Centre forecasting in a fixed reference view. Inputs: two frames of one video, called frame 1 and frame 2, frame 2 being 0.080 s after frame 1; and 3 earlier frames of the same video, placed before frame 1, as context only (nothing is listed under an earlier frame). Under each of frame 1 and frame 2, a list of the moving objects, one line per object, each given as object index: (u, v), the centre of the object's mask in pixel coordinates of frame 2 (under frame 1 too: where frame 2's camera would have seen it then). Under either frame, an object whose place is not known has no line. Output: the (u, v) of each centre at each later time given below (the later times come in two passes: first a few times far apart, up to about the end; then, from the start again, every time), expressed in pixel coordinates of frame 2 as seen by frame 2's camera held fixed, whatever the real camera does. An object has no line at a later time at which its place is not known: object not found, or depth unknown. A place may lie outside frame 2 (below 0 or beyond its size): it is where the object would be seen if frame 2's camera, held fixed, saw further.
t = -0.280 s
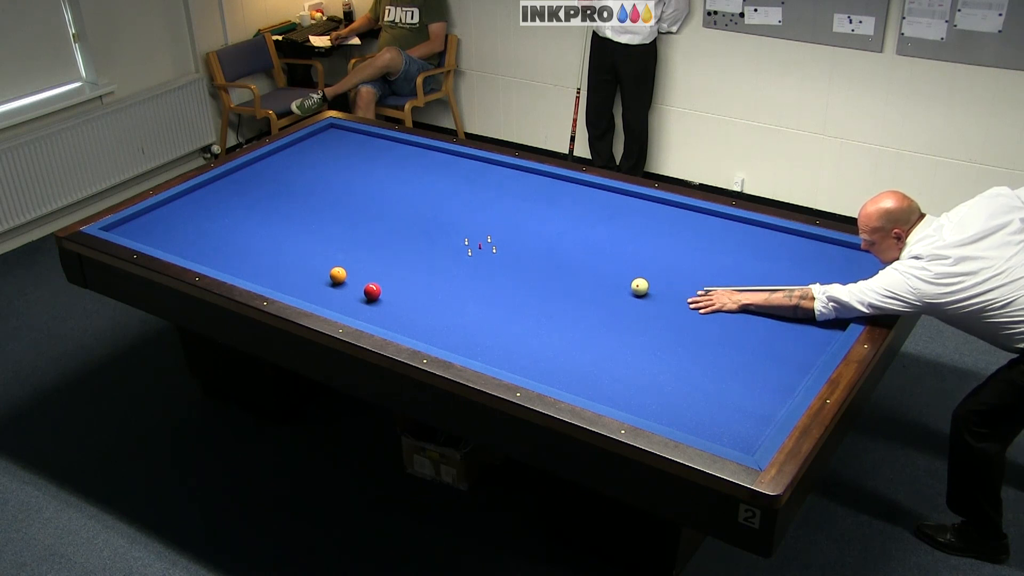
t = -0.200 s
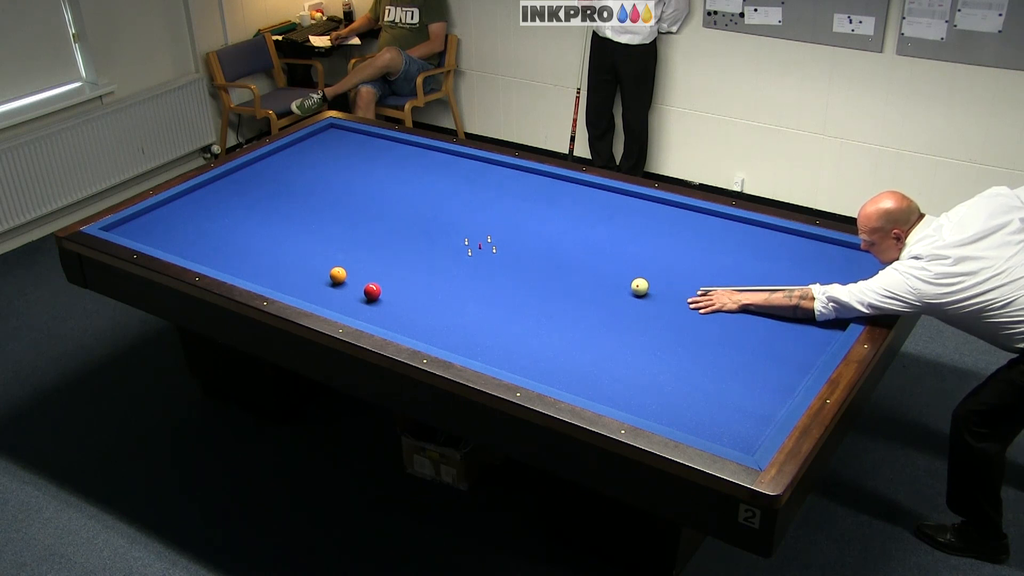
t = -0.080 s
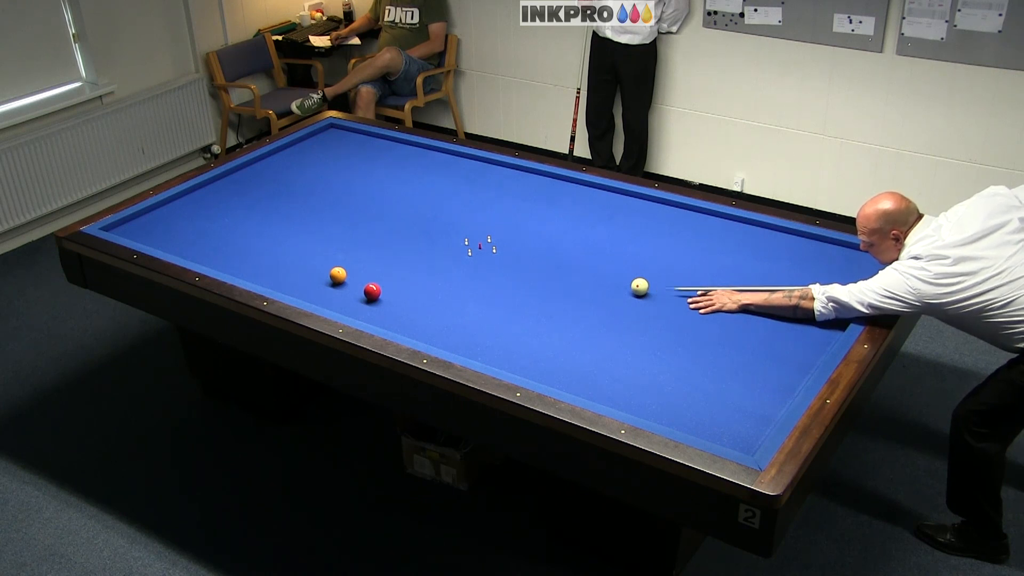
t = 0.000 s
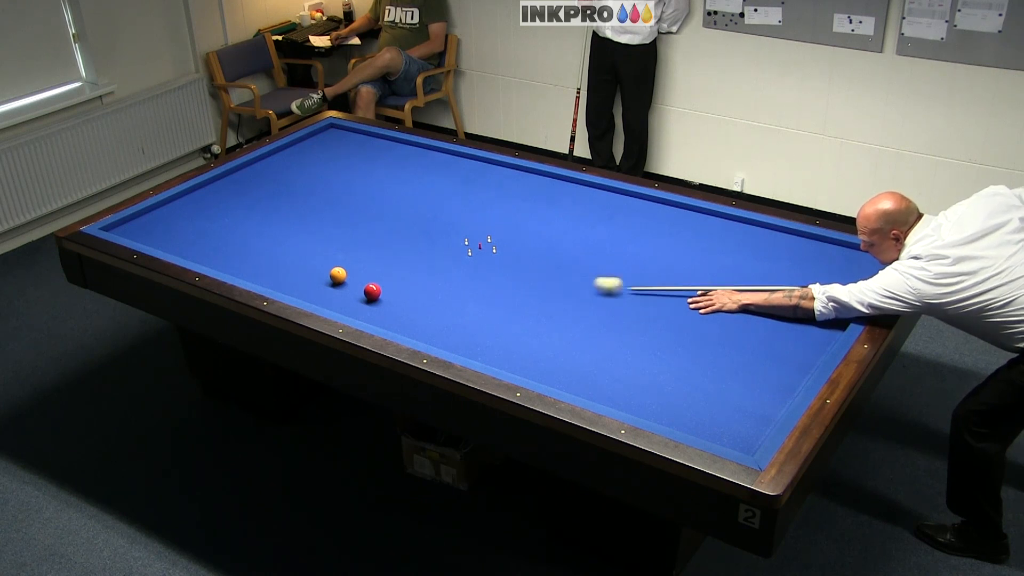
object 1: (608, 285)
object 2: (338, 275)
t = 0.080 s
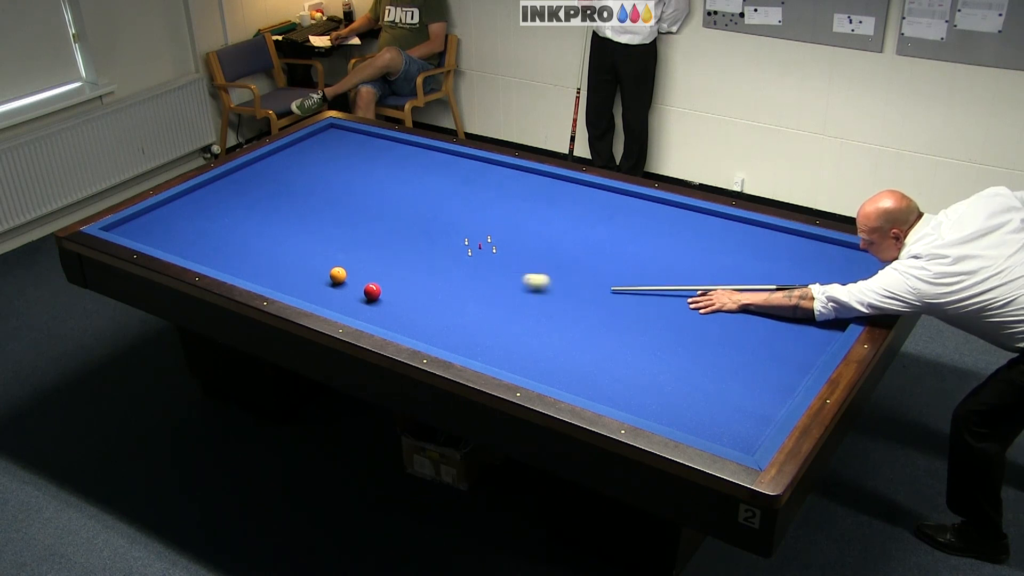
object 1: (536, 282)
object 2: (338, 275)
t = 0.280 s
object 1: (378, 274)
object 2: (338, 275)
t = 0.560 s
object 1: (347, 257)
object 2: (258, 261)
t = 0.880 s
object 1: (338, 238)
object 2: (255, 219)
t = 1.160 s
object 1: (331, 223)
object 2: (252, 189)
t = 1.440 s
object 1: (325, 210)
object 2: (252, 163)
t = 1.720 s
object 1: (319, 197)
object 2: (307, 153)
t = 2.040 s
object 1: (313, 184)
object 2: (363, 142)
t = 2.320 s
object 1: (308, 173)
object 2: (388, 146)
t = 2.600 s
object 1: (304, 164)
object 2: (396, 160)
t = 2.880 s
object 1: (300, 155)
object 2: (404, 174)
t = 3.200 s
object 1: (295, 145)
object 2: (414, 191)
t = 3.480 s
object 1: (305, 141)
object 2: (423, 206)
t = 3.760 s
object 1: (319, 140)
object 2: (432, 222)
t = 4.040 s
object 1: (332, 138)
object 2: (442, 238)
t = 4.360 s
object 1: (346, 137)
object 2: (454, 259)
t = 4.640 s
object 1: (358, 135)
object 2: (464, 277)
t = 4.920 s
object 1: (368, 135)
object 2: (476, 296)
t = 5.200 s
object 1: (369, 136)
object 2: (487, 316)
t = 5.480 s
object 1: (370, 138)
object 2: (499, 337)
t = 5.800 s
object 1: (371, 140)
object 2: (513, 361)
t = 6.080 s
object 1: (372, 142)
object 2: (533, 372)
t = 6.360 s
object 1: (373, 143)
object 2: (559, 374)
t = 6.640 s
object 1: (373, 144)
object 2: (585, 375)
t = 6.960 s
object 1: (374, 145)
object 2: (612, 375)
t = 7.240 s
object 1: (375, 145)
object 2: (635, 376)
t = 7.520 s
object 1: (375, 145)
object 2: (657, 377)
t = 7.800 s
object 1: (375, 145)
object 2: (676, 377)
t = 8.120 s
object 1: (375, 145)
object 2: (698, 377)
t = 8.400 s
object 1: (375, 145)
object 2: (715, 377)
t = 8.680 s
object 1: (375, 145)
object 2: (730, 377)
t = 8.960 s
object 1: (375, 145)
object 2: (744, 377)
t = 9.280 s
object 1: (375, 145)
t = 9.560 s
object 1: (375, 145)
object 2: (770, 377)
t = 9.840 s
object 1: (375, 145)
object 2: (780, 376)
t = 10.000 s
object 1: (375, 145)
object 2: (785, 376)
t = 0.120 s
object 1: (502, 280)
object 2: (338, 275)
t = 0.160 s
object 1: (469, 278)
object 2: (338, 275)
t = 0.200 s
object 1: (438, 277)
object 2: (338, 275)
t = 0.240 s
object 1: (407, 275)
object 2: (338, 275)
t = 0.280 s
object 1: (378, 274)
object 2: (338, 275)
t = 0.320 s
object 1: (354, 273)
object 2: (333, 275)
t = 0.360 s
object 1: (353, 270)
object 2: (307, 278)
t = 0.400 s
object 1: (352, 267)
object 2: (282, 280)
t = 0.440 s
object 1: (351, 264)
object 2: (259, 279)
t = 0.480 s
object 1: (349, 262)
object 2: (258, 274)
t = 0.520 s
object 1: (348, 259)
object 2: (258, 267)
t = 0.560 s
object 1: (347, 257)
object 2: (258, 261)
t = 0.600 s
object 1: (346, 254)
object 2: (258, 254)
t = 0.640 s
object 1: (345, 252)
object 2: (257, 249)
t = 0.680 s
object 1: (343, 250)
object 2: (257, 243)
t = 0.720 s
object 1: (343, 247)
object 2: (257, 238)
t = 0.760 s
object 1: (341, 245)
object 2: (256, 233)
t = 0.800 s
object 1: (340, 243)
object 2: (256, 228)
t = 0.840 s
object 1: (339, 240)
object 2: (255, 223)
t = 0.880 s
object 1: (338, 238)
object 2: (255, 219)
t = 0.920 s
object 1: (337, 236)
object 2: (254, 214)
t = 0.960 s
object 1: (336, 234)
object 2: (254, 210)
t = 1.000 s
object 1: (335, 232)
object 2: (254, 206)
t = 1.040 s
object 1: (334, 230)
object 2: (253, 201)
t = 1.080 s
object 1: (333, 227)
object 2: (253, 197)
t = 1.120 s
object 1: (332, 225)
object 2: (252, 193)
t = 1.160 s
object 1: (331, 223)
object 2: (252, 189)
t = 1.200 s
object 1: (330, 221)
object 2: (252, 185)
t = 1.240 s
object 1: (329, 219)
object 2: (251, 181)
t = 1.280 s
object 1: (328, 217)
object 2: (251, 177)
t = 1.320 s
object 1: (327, 215)
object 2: (250, 173)
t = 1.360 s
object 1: (326, 213)
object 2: (250, 170)
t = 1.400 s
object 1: (326, 212)
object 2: (250, 166)
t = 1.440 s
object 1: (325, 210)
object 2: (252, 163)
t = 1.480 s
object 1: (324, 208)
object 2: (261, 162)
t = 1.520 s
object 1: (323, 206)
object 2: (269, 160)
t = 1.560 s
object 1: (322, 204)
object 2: (277, 159)
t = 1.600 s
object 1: (321, 203)
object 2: (284, 157)
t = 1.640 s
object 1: (320, 201)
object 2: (292, 156)
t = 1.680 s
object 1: (320, 199)
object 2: (299, 154)
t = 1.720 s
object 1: (319, 197)
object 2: (307, 153)
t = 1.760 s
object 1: (318, 196)
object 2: (314, 152)
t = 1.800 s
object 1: (317, 194)
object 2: (321, 150)
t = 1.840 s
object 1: (317, 193)
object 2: (328, 149)
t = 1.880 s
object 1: (316, 191)
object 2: (335, 147)
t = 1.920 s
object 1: (315, 189)
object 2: (342, 146)
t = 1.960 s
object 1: (314, 187)
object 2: (350, 145)
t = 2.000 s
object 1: (313, 186)
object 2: (357, 143)
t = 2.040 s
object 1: (313, 184)
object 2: (363, 142)
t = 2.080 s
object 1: (312, 183)
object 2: (371, 141)
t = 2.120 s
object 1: (311, 181)
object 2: (377, 139)
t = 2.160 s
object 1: (311, 179)
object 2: (384, 138)
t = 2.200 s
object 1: (310, 178)
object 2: (385, 140)
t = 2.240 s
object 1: (309, 176)
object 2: (386, 142)
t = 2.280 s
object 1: (309, 175)
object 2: (387, 144)
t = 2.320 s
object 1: (308, 173)
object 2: (388, 146)
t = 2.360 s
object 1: (307, 172)
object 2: (389, 148)
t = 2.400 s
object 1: (307, 171)
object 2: (390, 150)
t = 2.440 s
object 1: (306, 169)
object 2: (391, 152)
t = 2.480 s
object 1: (306, 168)
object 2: (392, 154)
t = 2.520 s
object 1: (305, 166)
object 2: (394, 156)
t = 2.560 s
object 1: (304, 165)
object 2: (395, 158)
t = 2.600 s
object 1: (304, 164)
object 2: (396, 160)
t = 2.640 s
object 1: (303, 162)
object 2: (397, 161)
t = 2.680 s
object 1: (302, 161)
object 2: (398, 164)
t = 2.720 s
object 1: (302, 160)
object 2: (399, 166)
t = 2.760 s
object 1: (301, 158)
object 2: (401, 168)
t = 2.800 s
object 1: (301, 157)
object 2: (402, 170)
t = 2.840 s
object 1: (300, 156)
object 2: (403, 172)
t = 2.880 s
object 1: (300, 155)
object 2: (404, 174)
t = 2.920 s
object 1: (299, 153)
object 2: (405, 176)
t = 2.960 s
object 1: (298, 152)
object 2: (406, 178)
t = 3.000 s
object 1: (298, 151)
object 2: (408, 180)
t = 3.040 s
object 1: (298, 150)
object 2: (409, 182)
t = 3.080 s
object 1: (297, 149)
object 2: (410, 184)
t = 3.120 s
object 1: (297, 147)
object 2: (411, 186)
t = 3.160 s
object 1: (296, 146)
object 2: (413, 188)
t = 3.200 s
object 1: (295, 145)
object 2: (414, 191)
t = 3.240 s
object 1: (295, 144)
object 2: (415, 193)
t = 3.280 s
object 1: (295, 143)
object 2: (416, 195)
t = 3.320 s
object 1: (297, 143)
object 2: (418, 197)
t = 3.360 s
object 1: (299, 142)
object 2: (419, 199)
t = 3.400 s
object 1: (301, 142)
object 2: (420, 201)
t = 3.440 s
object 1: (303, 142)
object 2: (421, 204)
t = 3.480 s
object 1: (305, 141)
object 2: (423, 206)
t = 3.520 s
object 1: (307, 141)
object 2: (424, 208)
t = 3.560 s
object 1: (309, 141)
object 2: (425, 210)
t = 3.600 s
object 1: (311, 141)
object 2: (427, 212)
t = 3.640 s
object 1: (313, 140)
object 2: (428, 215)
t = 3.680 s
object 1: (315, 140)
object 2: (429, 217)
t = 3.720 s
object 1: (317, 140)
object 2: (431, 220)
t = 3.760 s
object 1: (319, 140)
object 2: (432, 222)
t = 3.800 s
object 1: (321, 139)
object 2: (434, 224)
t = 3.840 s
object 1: (323, 139)
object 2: (435, 226)
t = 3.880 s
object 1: (325, 139)
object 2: (437, 229)
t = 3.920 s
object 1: (327, 139)
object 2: (437, 231)
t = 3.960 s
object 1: (328, 139)
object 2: (439, 234)
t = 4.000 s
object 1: (330, 138)
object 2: (441, 236)
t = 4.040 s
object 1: (332, 138)
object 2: (442, 238)
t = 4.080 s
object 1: (334, 138)
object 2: (443, 241)
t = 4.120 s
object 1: (336, 138)
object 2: (445, 243)
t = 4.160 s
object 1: (338, 138)
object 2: (446, 246)
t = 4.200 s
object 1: (339, 137)
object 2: (448, 248)
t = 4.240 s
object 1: (341, 137)
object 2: (449, 251)
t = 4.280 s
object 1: (343, 137)
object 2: (451, 254)
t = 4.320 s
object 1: (345, 137)
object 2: (452, 256)
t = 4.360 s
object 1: (346, 137)
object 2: (454, 259)
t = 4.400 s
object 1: (348, 136)
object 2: (455, 261)
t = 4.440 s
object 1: (350, 136)
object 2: (457, 264)
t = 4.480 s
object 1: (351, 136)
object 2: (458, 266)
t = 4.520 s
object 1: (353, 136)
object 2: (460, 269)
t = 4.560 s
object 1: (355, 136)
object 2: (461, 272)
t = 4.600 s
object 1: (356, 135)
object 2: (463, 274)
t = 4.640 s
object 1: (358, 135)
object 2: (464, 277)
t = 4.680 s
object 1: (359, 135)
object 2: (466, 280)
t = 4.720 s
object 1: (361, 135)
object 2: (468, 282)
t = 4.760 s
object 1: (362, 135)
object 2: (469, 285)
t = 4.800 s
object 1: (364, 135)
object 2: (471, 288)
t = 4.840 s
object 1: (365, 135)
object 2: (472, 290)
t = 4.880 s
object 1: (367, 134)
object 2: (474, 293)
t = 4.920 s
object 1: (368, 135)
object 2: (476, 296)
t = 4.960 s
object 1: (368, 135)
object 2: (477, 299)
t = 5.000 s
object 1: (368, 135)
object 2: (479, 302)
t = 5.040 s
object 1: (368, 135)
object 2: (480, 304)
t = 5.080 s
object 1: (368, 136)
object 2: (482, 307)
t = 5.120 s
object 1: (369, 136)
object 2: (484, 310)
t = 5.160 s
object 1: (369, 136)
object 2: (485, 313)
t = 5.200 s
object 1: (369, 136)
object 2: (487, 316)
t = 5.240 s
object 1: (369, 137)
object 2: (489, 319)
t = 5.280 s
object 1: (369, 137)
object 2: (491, 322)
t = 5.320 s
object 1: (370, 137)
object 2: (492, 324)
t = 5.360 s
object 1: (370, 138)
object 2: (494, 328)
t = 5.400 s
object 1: (370, 138)
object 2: (495, 331)
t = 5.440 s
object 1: (370, 138)
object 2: (497, 334)
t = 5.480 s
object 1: (370, 138)
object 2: (499, 337)
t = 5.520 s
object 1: (370, 139)
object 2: (502, 339)
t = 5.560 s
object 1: (371, 139)
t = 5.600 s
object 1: (371, 139)
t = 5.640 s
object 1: (371, 140)
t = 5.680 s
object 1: (371, 140)
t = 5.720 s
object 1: (371, 140)
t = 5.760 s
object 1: (371, 140)
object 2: (511, 358)
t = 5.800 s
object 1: (371, 140)
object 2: (513, 361)
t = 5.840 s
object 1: (371, 141)
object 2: (515, 363)
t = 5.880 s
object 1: (372, 141)
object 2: (517, 366)
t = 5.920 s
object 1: (372, 141)
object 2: (519, 368)
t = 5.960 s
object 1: (372, 141)
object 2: (521, 370)
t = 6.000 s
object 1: (372, 141)
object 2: (525, 371)
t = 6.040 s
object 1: (372, 142)
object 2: (529, 371)
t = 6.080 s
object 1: (372, 142)
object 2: (533, 372)
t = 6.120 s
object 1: (372, 142)
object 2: (537, 373)
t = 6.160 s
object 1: (372, 142)
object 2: (540, 373)
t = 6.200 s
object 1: (372, 142)
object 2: (544, 373)
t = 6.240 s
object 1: (373, 142)
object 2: (548, 374)
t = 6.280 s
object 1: (373, 143)
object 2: (551, 374)
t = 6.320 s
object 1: (373, 143)
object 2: (555, 374)
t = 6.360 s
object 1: (373, 143)
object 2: (559, 374)
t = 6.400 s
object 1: (373, 143)
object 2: (563, 374)
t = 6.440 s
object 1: (373, 143)
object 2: (567, 374)
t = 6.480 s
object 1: (373, 143)
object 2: (570, 374)
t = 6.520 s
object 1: (373, 144)
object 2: (574, 375)
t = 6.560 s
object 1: (373, 144)
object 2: (578, 375)
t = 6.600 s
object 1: (373, 144)
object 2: (581, 375)
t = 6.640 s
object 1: (373, 144)
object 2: (585, 375)
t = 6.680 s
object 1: (374, 144)
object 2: (588, 375)
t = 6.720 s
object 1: (374, 144)
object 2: (592, 375)
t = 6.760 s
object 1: (374, 144)
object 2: (595, 375)
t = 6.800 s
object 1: (374, 144)
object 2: (599, 375)
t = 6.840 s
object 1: (374, 144)
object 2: (602, 375)
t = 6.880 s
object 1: (374, 144)
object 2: (605, 375)
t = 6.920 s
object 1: (374, 145)
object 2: (609, 375)
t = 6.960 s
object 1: (374, 145)
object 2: (612, 375)
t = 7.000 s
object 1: (374, 145)
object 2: (616, 375)
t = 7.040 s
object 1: (374, 145)
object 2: (619, 376)
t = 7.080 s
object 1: (374, 145)
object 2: (622, 376)
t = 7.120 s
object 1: (374, 145)
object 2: (626, 376)
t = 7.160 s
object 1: (374, 145)
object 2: (629, 376)
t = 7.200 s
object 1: (374, 145)
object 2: (632, 376)
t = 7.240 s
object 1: (375, 145)
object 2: (635, 376)
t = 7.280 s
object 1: (375, 145)
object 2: (638, 376)
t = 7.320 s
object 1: (375, 145)
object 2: (642, 376)
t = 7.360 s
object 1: (375, 145)
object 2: (644, 376)
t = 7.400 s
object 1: (375, 145)
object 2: (648, 377)
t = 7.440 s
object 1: (375, 145)
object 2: (651, 377)
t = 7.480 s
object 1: (375, 145)
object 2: (654, 376)
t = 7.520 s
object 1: (375, 145)
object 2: (657, 377)
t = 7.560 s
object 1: (375, 145)
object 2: (660, 377)
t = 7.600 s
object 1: (375, 145)
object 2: (662, 377)
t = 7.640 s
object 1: (375, 145)
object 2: (665, 377)
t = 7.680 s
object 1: (375, 145)
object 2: (668, 377)
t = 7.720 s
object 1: (375, 145)
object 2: (671, 377)
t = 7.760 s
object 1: (375, 145)
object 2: (674, 377)
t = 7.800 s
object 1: (375, 145)
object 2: (676, 377)
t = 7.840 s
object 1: (375, 145)
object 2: (679, 377)
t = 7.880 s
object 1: (375, 145)
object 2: (682, 377)
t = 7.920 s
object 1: (375, 145)
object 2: (685, 377)
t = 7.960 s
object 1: (375, 145)
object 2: (687, 377)
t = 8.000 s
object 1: (375, 145)
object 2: (690, 377)
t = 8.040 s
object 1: (375, 145)
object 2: (692, 377)
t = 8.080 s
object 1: (375, 145)
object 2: (695, 377)
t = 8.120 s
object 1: (375, 145)
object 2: (698, 377)
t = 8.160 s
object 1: (375, 145)
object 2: (700, 377)
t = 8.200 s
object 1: (375, 145)
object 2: (703, 377)
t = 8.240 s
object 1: (375, 145)
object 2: (705, 377)
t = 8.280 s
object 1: (375, 145)
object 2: (708, 376)
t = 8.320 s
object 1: (375, 145)
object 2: (710, 377)
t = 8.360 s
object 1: (375, 145)
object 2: (712, 377)
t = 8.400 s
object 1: (375, 145)
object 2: (715, 377)
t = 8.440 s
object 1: (375, 145)
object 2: (717, 377)
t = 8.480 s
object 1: (375, 145)
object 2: (719, 377)
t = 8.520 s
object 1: (375, 145)
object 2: (721, 377)
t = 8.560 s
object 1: (375, 145)
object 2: (724, 377)
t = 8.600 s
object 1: (375, 145)
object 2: (726, 377)
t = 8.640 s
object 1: (375, 145)
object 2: (728, 377)
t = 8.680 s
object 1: (375, 145)
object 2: (730, 377)
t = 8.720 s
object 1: (375, 145)
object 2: (732, 377)
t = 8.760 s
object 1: (375, 145)
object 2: (734, 377)
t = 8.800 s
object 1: (375, 145)
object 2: (736, 377)
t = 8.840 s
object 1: (375, 145)
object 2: (738, 377)
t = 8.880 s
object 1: (375, 145)
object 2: (740, 376)
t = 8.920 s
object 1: (375, 145)
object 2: (742, 377)
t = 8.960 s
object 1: (375, 145)
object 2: (744, 377)
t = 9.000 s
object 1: (375, 145)
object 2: (748, 377)
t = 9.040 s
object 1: (375, 145)
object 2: (748, 377)
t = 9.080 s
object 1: (375, 145)
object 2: (750, 377)
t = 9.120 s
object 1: (375, 145)
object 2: (750, 376)
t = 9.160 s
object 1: (375, 145)
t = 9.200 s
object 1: (375, 145)
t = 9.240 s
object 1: (375, 145)
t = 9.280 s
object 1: (375, 145)
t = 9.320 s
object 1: (375, 145)
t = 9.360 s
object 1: (375, 145)
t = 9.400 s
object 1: (375, 145)
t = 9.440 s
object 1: (375, 145)
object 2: (770, 371)
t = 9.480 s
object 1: (375, 145)
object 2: (768, 376)
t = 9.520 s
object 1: (375, 145)
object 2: (769, 376)
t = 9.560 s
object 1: (375, 145)
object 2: (770, 377)
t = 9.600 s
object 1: (375, 145)
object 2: (772, 376)
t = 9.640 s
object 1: (375, 145)
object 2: (773, 376)
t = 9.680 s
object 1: (375, 145)
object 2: (775, 376)
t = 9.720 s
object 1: (375, 145)
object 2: (776, 376)
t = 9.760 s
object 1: (375, 145)
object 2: (778, 376)
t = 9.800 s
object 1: (375, 145)
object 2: (779, 376)
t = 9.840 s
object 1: (375, 145)
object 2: (780, 376)
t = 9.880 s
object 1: (375, 145)
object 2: (782, 376)
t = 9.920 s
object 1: (375, 145)
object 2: (783, 376)
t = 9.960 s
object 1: (375, 145)
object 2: (784, 376)
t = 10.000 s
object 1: (375, 145)
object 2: (785, 376)
